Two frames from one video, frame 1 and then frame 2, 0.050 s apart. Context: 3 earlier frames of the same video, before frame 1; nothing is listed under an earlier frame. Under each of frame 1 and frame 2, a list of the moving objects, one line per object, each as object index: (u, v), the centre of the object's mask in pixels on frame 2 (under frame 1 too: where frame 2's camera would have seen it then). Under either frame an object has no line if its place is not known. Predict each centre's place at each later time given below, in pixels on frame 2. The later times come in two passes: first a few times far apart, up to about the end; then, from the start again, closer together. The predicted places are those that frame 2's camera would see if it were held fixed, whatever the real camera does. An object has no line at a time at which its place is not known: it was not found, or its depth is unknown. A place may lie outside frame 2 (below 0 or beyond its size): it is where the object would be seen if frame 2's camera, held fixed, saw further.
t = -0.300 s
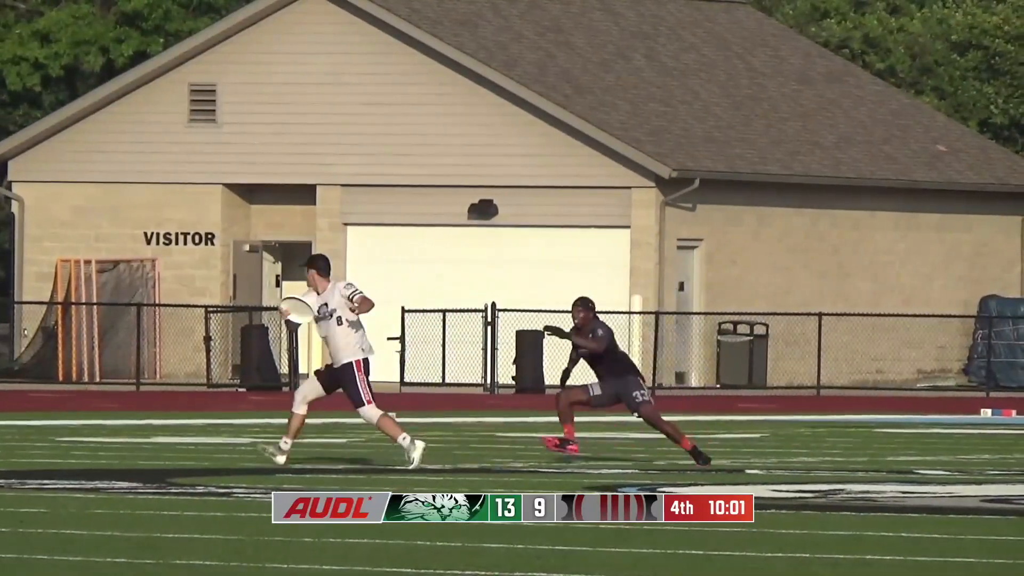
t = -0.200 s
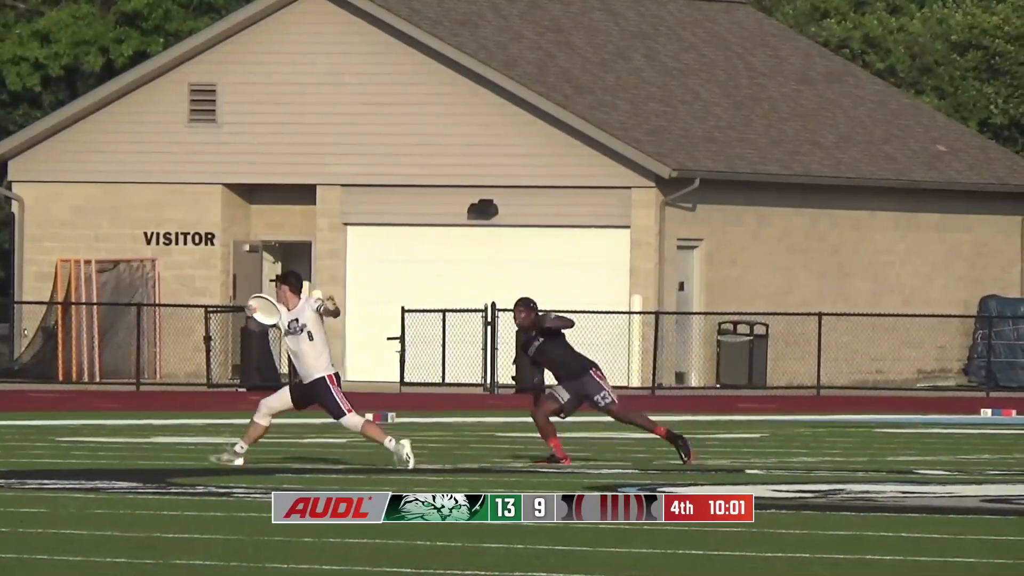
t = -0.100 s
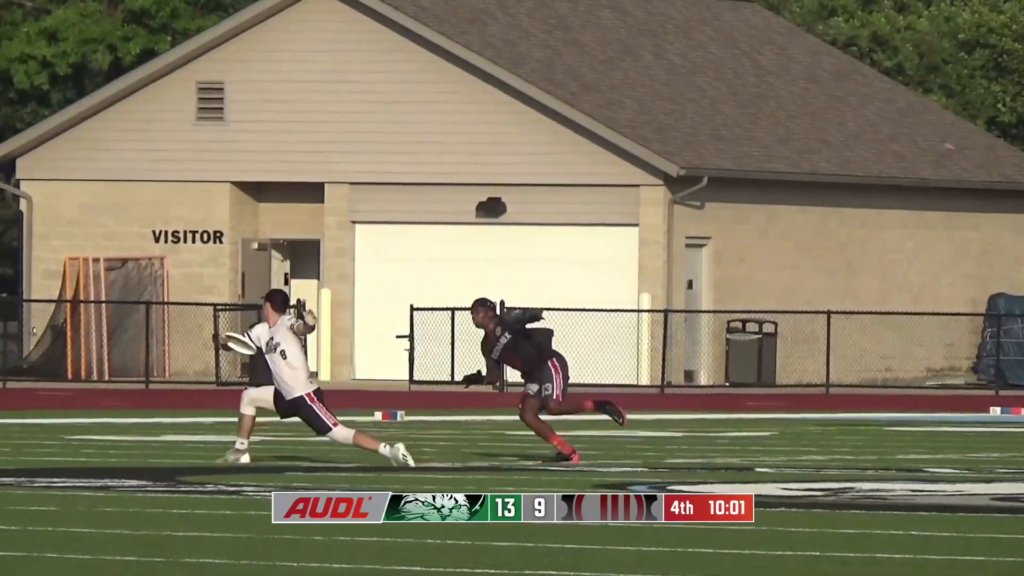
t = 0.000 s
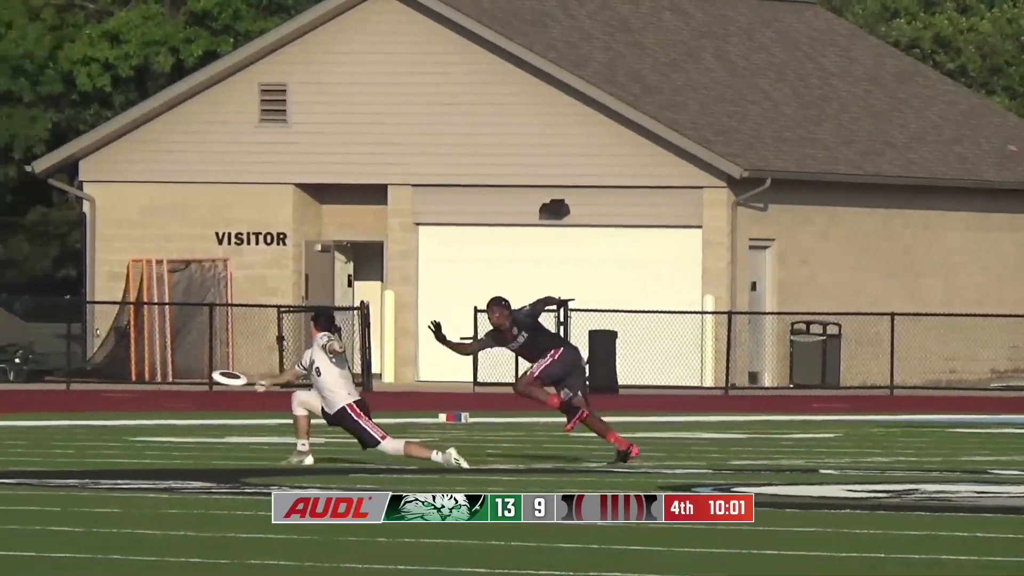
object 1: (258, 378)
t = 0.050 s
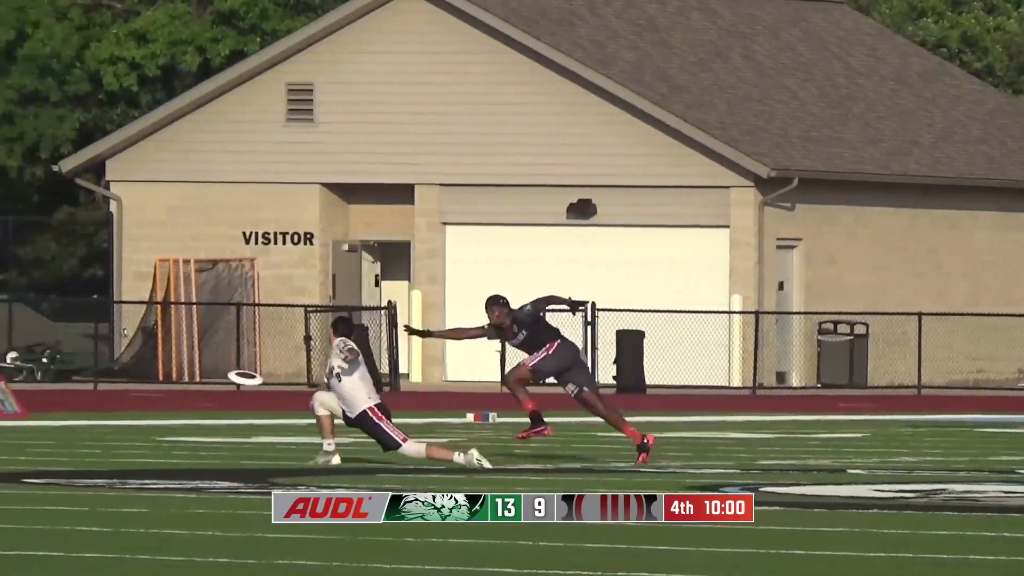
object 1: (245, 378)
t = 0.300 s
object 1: (213, 313)
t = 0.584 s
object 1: (197, 241)
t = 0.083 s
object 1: (240, 373)
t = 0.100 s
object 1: (237, 370)
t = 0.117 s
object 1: (235, 367)
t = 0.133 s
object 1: (232, 363)
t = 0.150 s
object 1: (229, 358)
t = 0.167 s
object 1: (226, 353)
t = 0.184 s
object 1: (224, 349)
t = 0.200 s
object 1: (222, 344)
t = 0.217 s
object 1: (220, 339)
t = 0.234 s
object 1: (218, 334)
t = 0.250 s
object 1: (217, 328)
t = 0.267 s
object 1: (215, 323)
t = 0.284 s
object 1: (214, 318)
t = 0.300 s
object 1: (213, 313)
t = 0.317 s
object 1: (211, 308)
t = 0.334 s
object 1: (212, 302)
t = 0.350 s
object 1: (208, 298)
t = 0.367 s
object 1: (207, 293)
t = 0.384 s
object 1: (206, 288)
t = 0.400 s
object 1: (205, 283)
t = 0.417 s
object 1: (204, 279)
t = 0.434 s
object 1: (203, 274)
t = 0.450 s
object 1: (202, 270)
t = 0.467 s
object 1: (202, 266)
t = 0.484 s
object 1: (201, 263)
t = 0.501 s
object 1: (201, 260)
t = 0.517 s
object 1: (199, 256)
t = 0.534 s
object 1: (199, 252)
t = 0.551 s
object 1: (198, 248)
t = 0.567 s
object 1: (198, 245)
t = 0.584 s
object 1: (197, 241)
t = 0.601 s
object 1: (196, 238)
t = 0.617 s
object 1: (196, 234)
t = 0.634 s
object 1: (196, 231)
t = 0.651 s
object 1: (195, 227)
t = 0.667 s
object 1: (196, 224)
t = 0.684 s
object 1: (195, 220)
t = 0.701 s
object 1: (196, 217)
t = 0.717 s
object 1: (195, 214)
